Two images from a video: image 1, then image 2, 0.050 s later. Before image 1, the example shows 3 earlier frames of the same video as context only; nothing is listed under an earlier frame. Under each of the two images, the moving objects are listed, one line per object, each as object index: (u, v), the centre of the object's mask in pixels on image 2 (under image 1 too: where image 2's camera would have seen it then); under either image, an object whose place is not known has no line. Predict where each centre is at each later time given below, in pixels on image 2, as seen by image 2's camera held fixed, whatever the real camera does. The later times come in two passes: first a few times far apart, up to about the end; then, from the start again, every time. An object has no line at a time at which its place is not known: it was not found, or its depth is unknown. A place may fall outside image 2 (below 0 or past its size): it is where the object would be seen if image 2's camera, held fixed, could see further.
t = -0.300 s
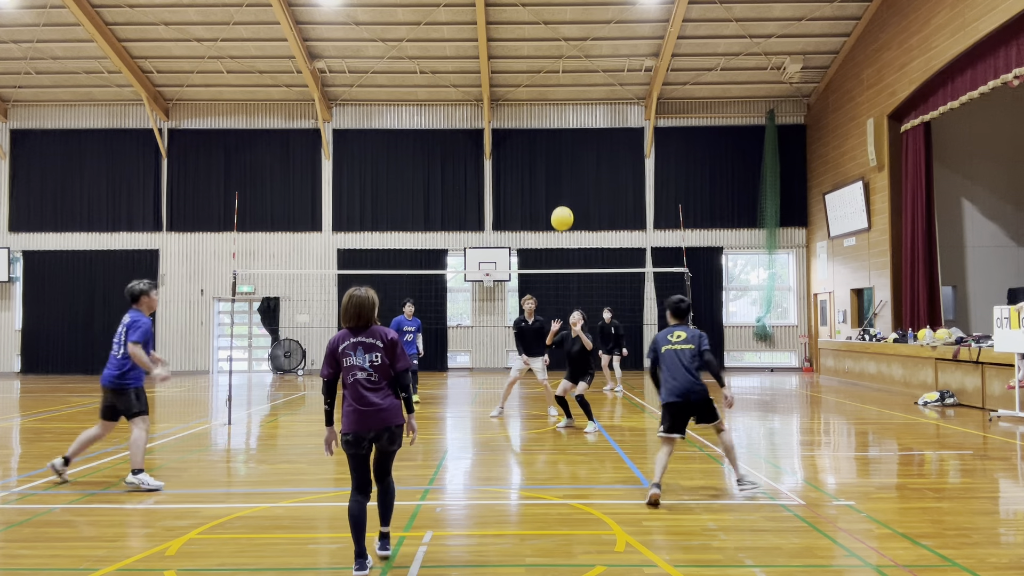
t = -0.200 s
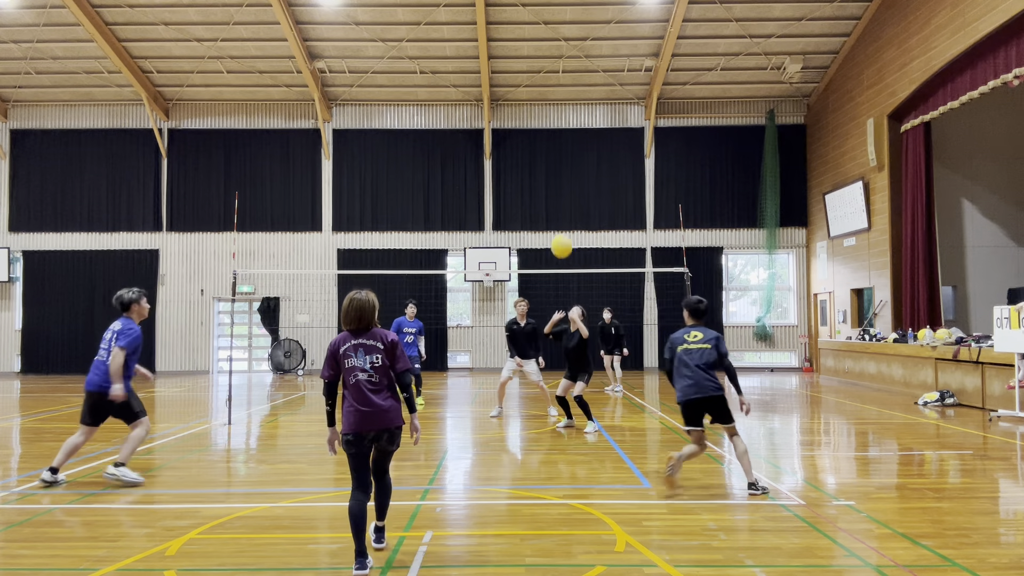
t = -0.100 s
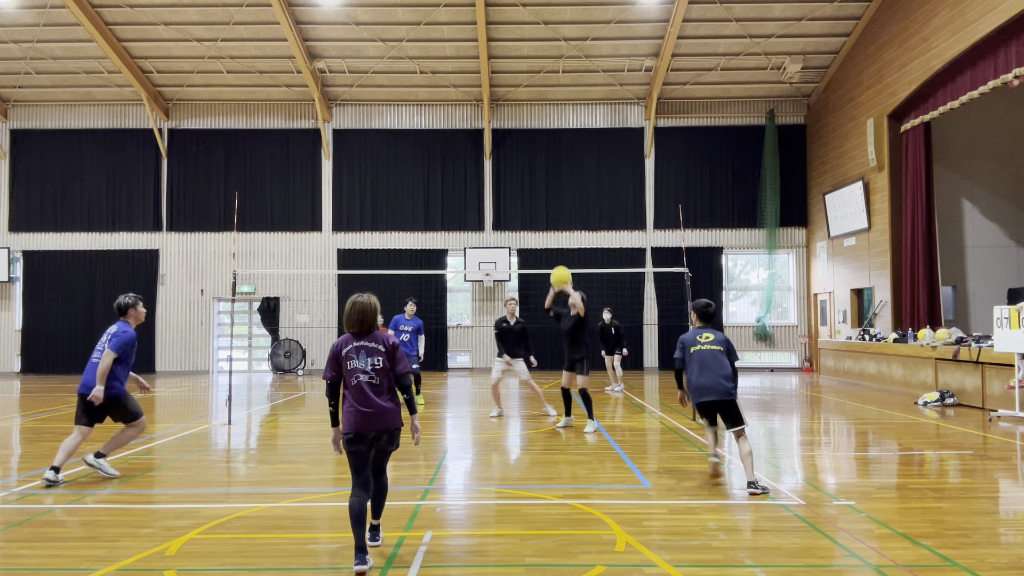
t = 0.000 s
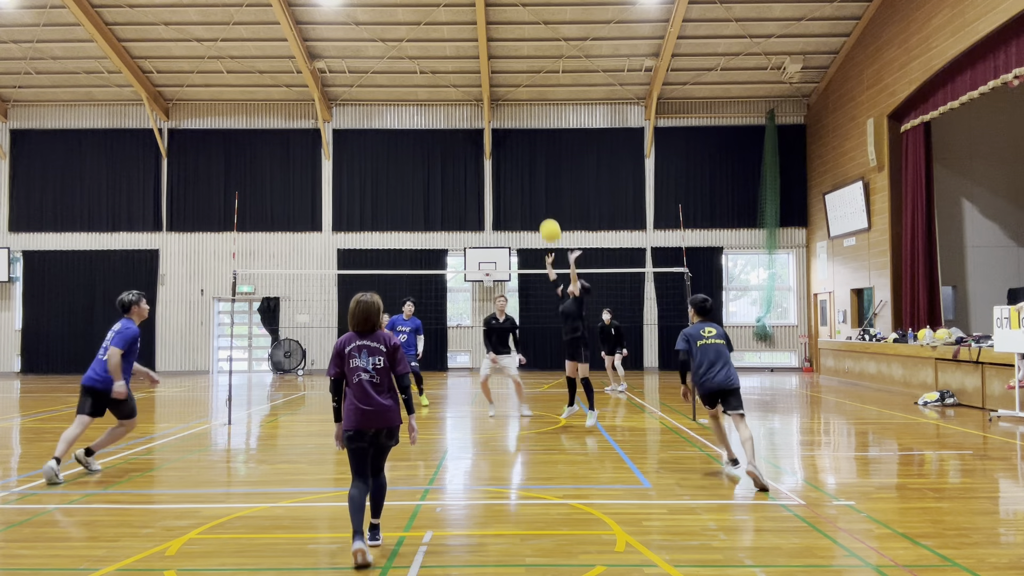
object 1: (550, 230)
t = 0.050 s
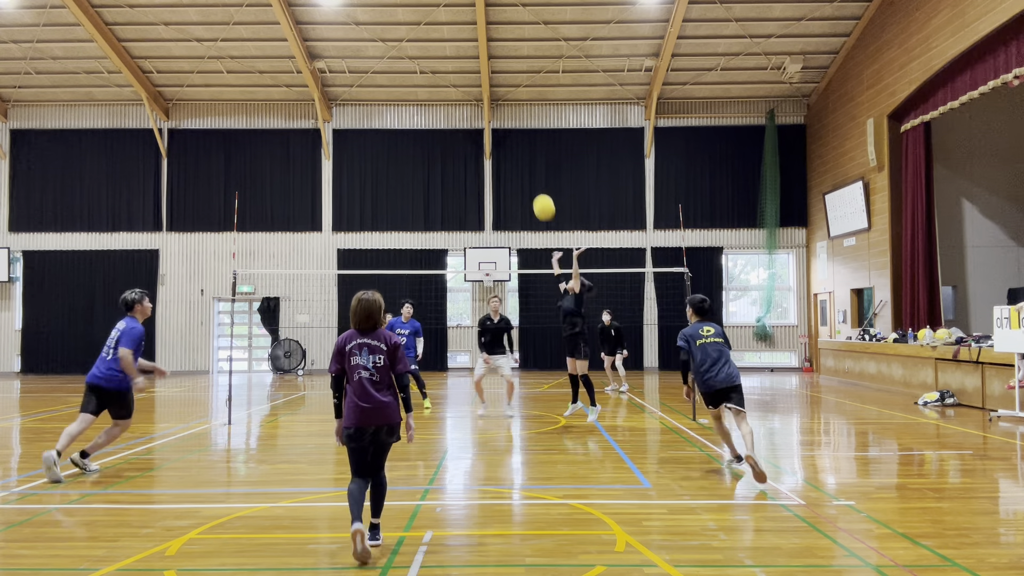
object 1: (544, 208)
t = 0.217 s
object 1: (523, 140)
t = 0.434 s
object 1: (498, 86)
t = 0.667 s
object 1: (473, 72)
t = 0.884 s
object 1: (449, 97)
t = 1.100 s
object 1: (426, 163)
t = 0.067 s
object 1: (542, 200)
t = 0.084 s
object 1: (539, 192)
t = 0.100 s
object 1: (537, 185)
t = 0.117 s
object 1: (535, 178)
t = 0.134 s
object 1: (533, 171)
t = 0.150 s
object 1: (531, 164)
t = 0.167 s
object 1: (529, 158)
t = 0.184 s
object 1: (527, 151)
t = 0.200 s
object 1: (525, 145)
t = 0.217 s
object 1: (523, 140)
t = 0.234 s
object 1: (521, 134)
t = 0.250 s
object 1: (519, 129)
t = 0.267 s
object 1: (517, 124)
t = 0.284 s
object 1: (515, 119)
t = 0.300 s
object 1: (513, 115)
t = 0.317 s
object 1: (511, 110)
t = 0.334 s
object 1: (509, 106)
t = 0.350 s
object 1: (508, 102)
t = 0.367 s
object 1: (506, 98)
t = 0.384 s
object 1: (504, 95)
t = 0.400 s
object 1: (502, 92)
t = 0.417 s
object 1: (500, 89)
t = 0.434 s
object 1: (498, 86)
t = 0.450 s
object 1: (497, 84)
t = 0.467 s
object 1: (495, 82)
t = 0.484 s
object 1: (493, 79)
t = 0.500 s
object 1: (491, 77)
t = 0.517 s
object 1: (489, 76)
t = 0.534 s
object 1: (487, 75)
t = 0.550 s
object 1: (485, 73)
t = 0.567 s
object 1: (484, 73)
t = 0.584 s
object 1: (482, 72)
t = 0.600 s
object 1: (480, 71)
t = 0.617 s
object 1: (478, 71)
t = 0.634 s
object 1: (476, 71)
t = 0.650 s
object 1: (475, 71)
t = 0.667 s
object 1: (473, 72)
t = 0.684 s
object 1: (471, 72)
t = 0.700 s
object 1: (469, 73)
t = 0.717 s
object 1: (467, 74)
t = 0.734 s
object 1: (465, 75)
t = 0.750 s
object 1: (464, 77)
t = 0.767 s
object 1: (462, 78)
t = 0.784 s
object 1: (460, 81)
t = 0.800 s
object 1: (458, 83)
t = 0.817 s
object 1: (456, 85)
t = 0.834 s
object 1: (454, 88)
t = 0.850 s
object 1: (452, 91)
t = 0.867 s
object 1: (451, 94)
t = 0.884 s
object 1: (449, 97)
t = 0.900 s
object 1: (447, 101)
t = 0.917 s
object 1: (445, 105)
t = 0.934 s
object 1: (443, 108)
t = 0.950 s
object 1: (442, 113)
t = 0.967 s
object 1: (440, 118)
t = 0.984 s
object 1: (438, 123)
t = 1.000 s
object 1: (436, 128)
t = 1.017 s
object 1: (434, 133)
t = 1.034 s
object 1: (433, 139)
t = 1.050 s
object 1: (431, 144)
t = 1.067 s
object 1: (429, 150)
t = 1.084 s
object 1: (428, 156)
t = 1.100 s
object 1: (426, 163)
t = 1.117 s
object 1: (424, 169)
